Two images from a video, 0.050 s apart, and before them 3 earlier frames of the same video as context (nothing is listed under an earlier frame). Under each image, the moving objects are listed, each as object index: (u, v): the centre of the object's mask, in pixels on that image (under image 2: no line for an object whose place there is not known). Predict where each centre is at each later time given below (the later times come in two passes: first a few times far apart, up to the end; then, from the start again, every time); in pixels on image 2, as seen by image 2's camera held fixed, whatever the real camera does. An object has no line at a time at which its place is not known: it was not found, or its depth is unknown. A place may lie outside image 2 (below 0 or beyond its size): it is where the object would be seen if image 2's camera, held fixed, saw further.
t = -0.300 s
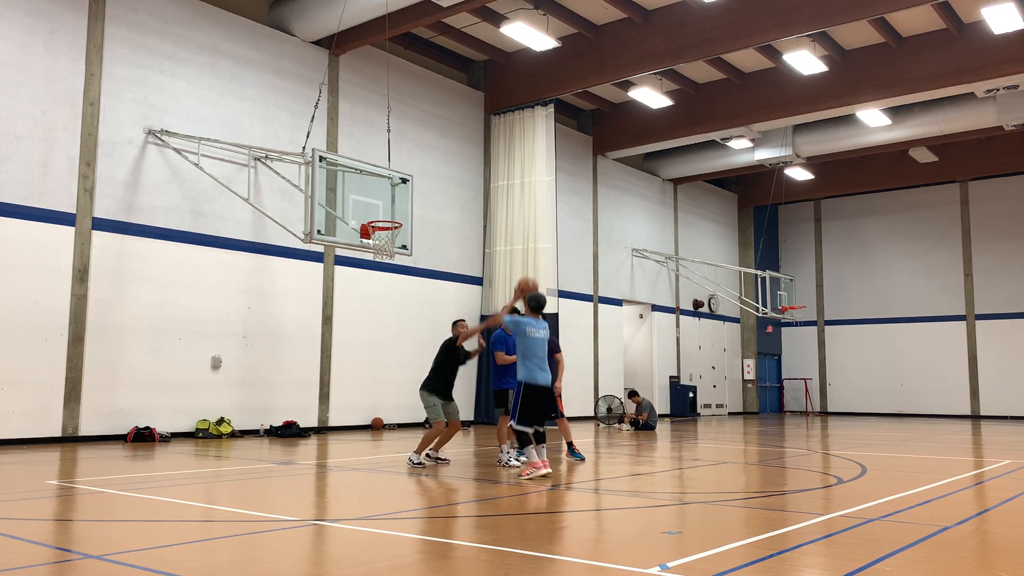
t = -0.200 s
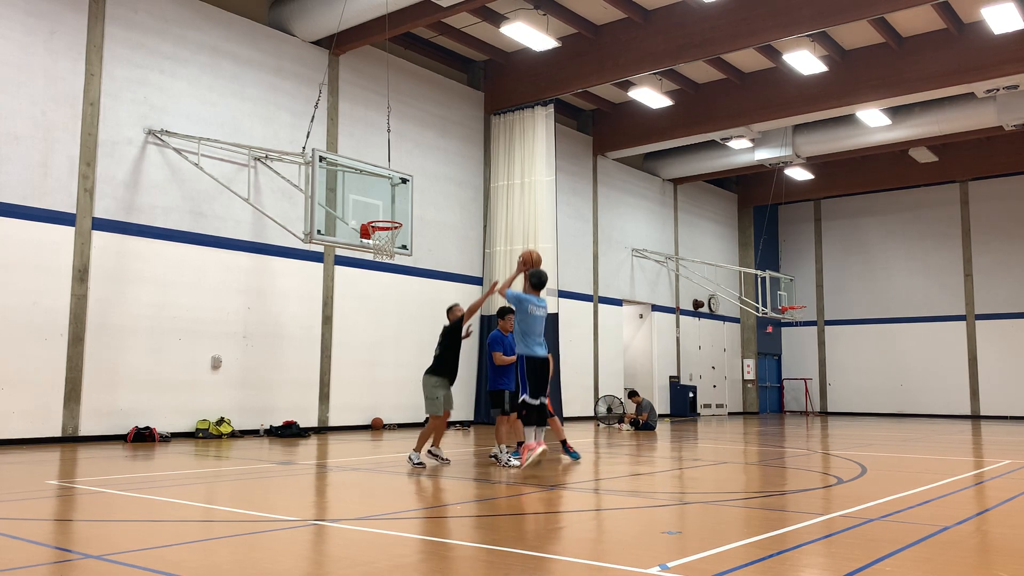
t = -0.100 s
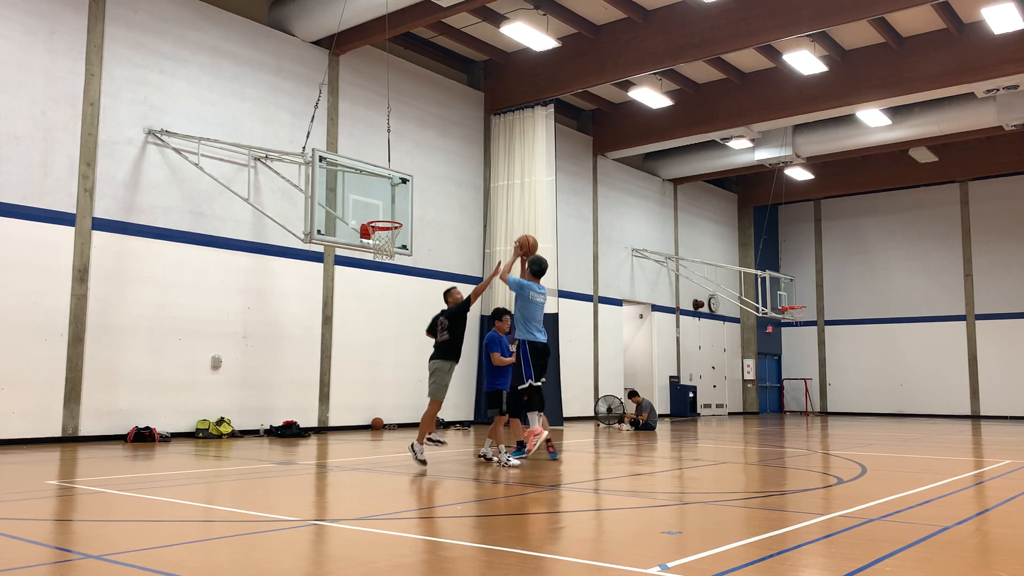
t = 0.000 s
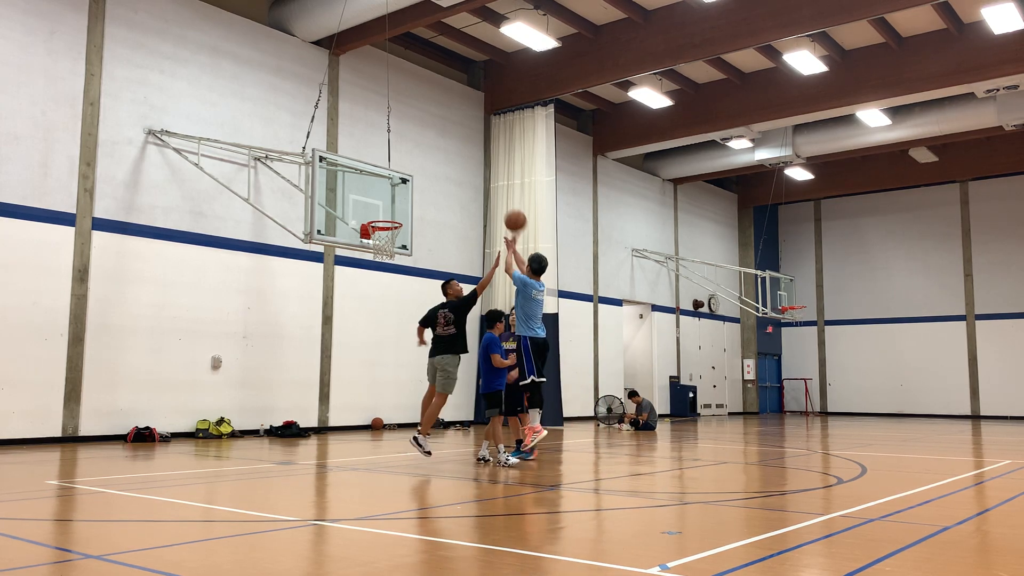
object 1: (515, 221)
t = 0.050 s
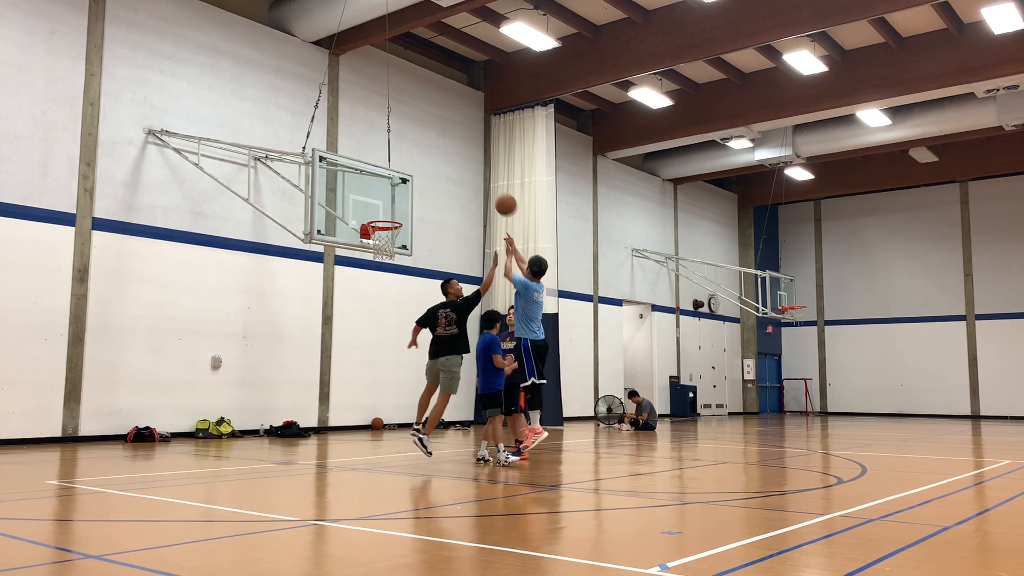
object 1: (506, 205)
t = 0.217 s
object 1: (477, 171)
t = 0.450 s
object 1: (442, 165)
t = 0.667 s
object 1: (413, 194)
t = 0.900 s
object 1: (423, 202)
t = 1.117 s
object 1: (461, 203)
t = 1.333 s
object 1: (498, 239)
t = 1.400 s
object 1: (510, 257)
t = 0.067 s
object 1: (503, 200)
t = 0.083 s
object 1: (500, 196)
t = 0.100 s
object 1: (497, 192)
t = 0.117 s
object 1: (494, 188)
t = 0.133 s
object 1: (491, 185)
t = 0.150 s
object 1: (488, 181)
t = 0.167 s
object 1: (485, 178)
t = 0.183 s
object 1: (482, 176)
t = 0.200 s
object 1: (479, 173)
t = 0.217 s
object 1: (477, 171)
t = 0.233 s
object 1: (475, 169)
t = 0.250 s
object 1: (471, 168)
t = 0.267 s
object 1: (469, 166)
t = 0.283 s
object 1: (466, 165)
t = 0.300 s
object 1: (464, 164)
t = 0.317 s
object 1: (461, 163)
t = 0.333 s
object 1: (459, 162)
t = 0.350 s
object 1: (456, 162)
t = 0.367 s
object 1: (454, 162)
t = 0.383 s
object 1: (451, 162)
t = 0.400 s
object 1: (449, 163)
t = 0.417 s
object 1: (446, 163)
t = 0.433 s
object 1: (444, 164)
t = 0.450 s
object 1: (442, 165)
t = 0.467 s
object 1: (439, 166)
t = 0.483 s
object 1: (437, 167)
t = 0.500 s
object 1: (435, 169)
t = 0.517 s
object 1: (432, 170)
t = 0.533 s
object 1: (430, 172)
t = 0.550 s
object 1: (428, 174)
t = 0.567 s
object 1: (425, 177)
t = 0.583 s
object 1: (423, 179)
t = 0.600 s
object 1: (421, 182)
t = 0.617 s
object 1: (419, 184)
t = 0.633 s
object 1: (417, 187)
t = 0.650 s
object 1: (415, 191)
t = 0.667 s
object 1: (413, 194)
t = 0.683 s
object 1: (411, 197)
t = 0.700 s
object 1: (408, 201)
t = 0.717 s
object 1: (406, 205)
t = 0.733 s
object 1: (404, 209)
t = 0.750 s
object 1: (402, 213)
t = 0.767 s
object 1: (401, 216)
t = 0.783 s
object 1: (404, 214)
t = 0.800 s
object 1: (406, 212)
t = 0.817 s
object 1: (409, 210)
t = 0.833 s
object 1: (412, 208)
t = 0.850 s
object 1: (415, 206)
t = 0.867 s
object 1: (418, 204)
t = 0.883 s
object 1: (421, 203)
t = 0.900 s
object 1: (423, 202)
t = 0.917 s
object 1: (426, 201)
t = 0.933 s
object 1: (429, 200)
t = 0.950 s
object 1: (432, 199)
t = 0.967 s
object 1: (435, 199)
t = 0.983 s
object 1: (438, 198)
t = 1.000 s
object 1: (441, 198)
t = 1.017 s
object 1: (443, 198)
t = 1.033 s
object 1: (446, 199)
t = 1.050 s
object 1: (449, 199)
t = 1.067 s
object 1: (452, 200)
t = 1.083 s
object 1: (455, 201)
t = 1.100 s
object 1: (458, 202)
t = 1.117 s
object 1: (461, 203)
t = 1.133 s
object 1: (464, 205)
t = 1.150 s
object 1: (466, 207)
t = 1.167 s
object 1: (469, 208)
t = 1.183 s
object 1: (472, 211)
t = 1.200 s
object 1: (475, 213)
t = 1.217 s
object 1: (478, 215)
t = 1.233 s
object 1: (481, 218)
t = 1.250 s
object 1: (484, 221)
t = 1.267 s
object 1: (487, 224)
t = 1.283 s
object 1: (489, 227)
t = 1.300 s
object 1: (493, 231)
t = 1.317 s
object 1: (495, 235)
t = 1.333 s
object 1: (498, 239)
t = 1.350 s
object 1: (501, 243)
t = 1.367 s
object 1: (504, 248)
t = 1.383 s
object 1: (507, 252)
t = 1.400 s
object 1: (510, 257)
